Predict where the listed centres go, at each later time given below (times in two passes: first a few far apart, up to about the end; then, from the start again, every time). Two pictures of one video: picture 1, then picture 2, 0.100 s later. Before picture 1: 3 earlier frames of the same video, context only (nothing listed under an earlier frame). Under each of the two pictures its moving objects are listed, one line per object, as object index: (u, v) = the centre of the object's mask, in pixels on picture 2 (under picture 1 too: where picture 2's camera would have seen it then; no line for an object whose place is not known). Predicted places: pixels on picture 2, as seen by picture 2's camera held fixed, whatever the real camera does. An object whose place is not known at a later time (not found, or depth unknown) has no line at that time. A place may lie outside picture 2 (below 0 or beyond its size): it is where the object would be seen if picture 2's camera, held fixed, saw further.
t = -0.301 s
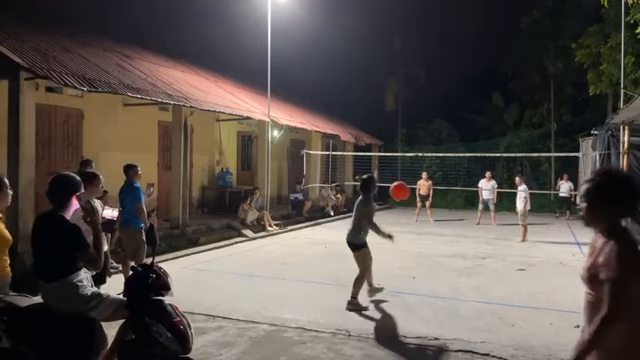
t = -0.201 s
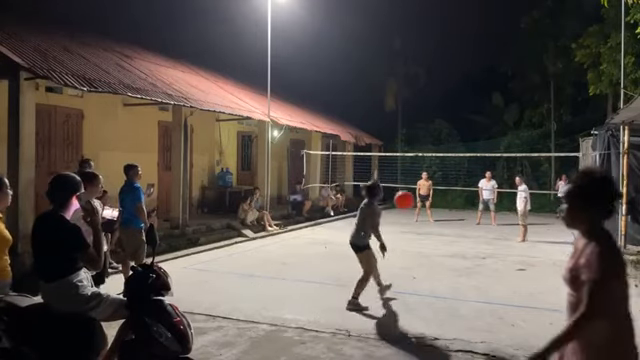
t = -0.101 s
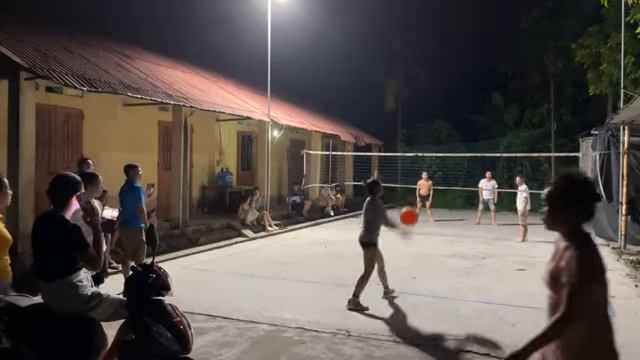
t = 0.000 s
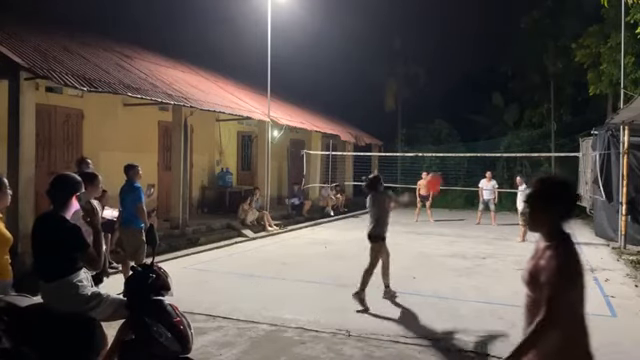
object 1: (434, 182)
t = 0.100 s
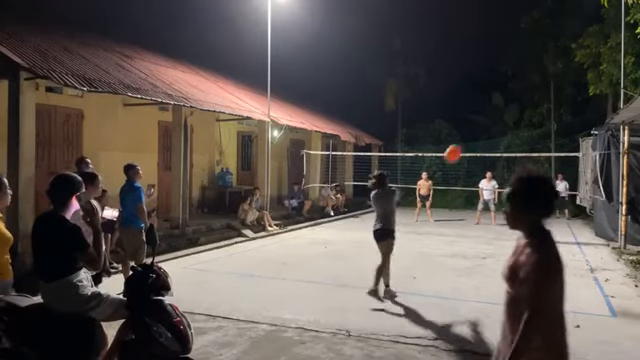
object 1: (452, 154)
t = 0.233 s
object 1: (469, 132)
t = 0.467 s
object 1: (483, 126)
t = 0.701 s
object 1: (490, 142)
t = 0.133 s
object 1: (458, 146)
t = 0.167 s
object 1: (462, 141)
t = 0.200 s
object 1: (466, 136)
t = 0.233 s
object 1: (469, 132)
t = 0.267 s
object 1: (472, 130)
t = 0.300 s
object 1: (475, 127)
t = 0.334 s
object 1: (477, 126)
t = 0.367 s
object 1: (478, 125)
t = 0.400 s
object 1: (480, 125)
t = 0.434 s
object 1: (481, 125)
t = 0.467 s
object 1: (483, 126)
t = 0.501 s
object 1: (484, 127)
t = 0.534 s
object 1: (485, 129)
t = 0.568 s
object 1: (486, 131)
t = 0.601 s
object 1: (487, 133)
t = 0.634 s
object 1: (488, 136)
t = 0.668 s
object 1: (489, 139)
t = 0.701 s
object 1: (490, 142)
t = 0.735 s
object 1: (491, 146)
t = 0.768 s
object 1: (491, 149)
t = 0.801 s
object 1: (492, 153)
